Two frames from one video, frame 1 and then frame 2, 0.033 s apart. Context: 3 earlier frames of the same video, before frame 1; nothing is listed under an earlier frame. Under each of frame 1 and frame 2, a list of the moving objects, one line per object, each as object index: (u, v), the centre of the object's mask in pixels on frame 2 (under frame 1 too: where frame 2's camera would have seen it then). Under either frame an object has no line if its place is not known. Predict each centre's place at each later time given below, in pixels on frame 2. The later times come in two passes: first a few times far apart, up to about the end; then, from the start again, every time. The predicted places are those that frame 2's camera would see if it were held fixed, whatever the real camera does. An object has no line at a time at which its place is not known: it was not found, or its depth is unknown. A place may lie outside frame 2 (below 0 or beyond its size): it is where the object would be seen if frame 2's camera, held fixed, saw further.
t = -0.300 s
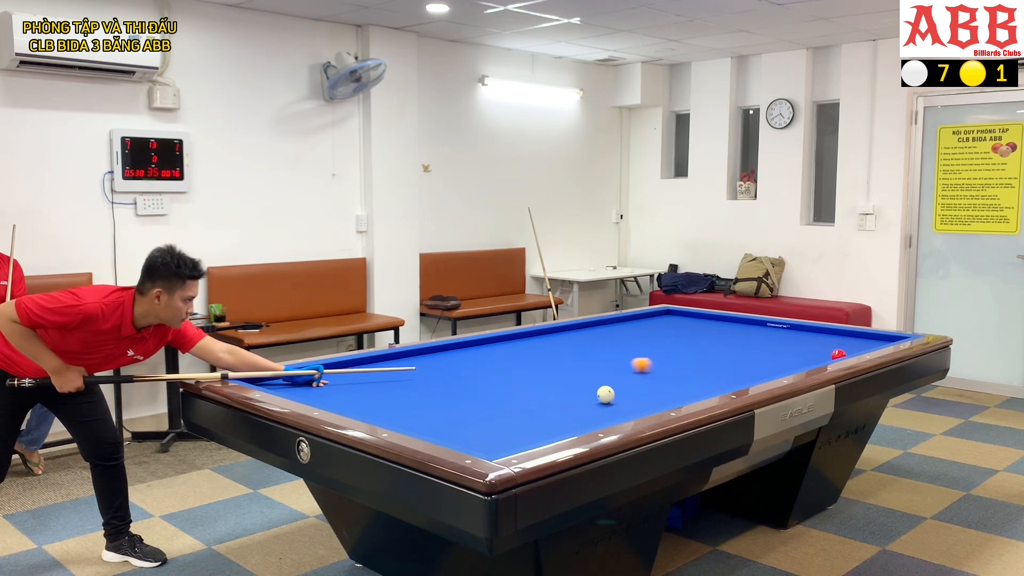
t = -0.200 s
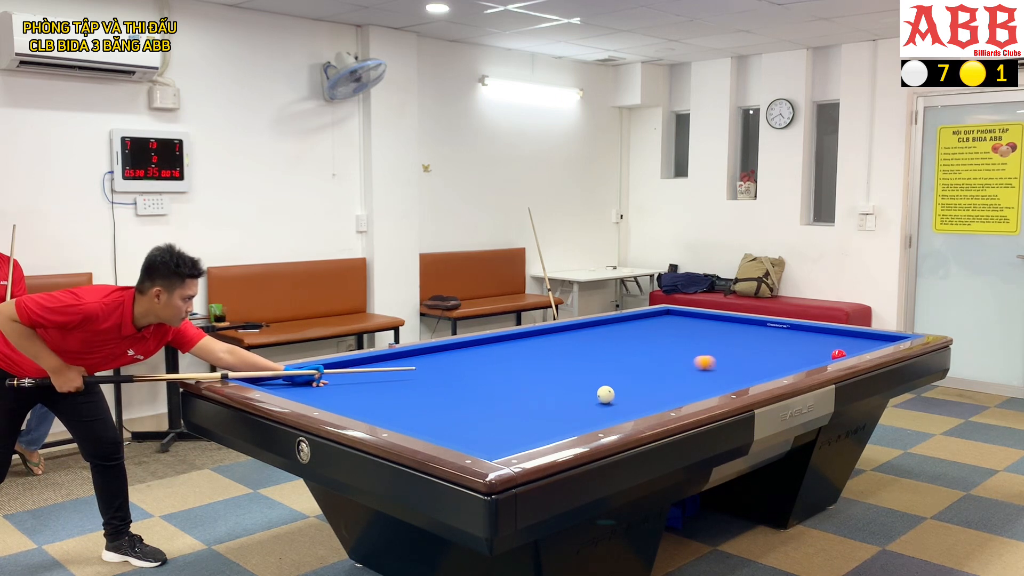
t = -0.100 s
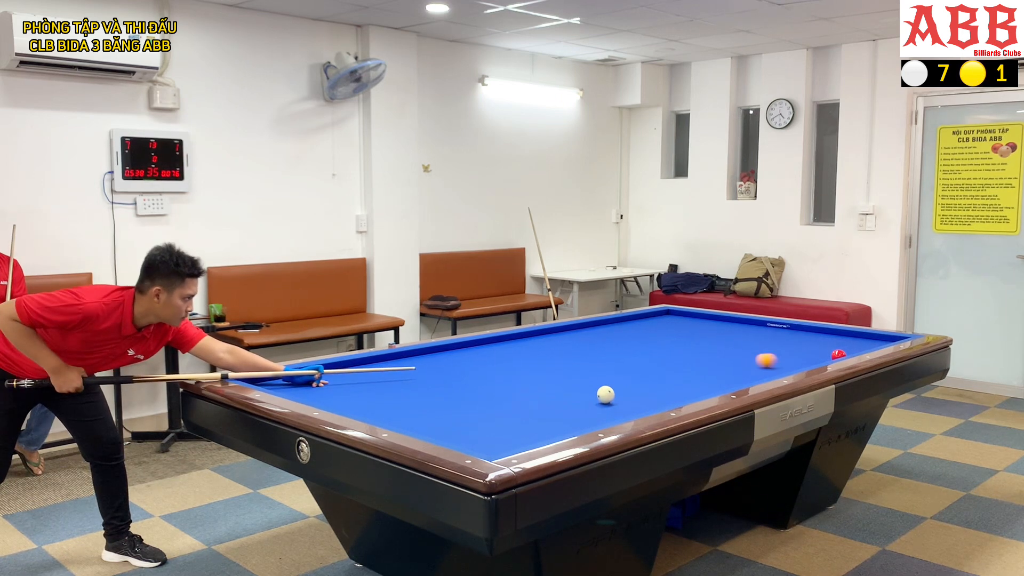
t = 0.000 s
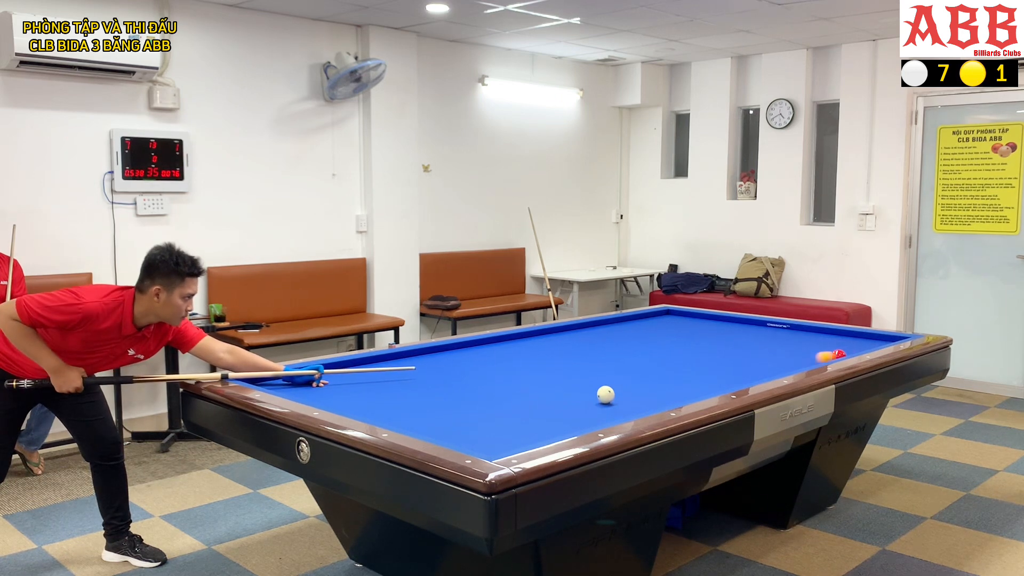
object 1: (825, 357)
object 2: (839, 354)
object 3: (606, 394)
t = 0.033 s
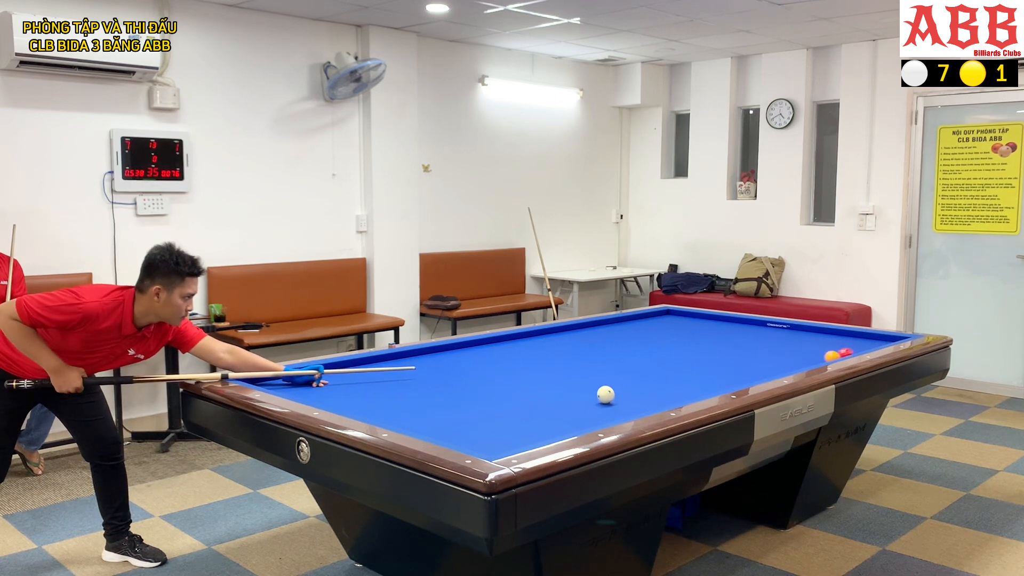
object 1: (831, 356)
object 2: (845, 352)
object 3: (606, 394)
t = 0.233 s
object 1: (803, 349)
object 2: (877, 342)
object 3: (606, 394)
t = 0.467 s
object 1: (791, 339)
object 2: (884, 339)
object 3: (606, 394)
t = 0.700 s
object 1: (785, 331)
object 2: (859, 344)
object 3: (606, 394)
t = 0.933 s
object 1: (777, 324)
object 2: (834, 349)
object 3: (606, 394)
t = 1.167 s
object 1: (736, 323)
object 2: (808, 354)
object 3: (606, 394)
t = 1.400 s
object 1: (697, 322)
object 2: (781, 359)
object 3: (606, 394)
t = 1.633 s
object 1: (660, 322)
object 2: (752, 364)
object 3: (606, 394)
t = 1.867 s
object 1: (624, 321)
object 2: (722, 370)
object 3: (606, 394)
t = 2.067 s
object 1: (607, 322)
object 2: (694, 375)
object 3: (606, 394)
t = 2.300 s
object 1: (606, 326)
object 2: (661, 381)
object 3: (606, 394)
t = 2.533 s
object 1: (604, 331)
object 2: (626, 387)
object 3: (606, 394)
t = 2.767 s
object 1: (602, 335)
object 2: (591, 390)
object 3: (604, 397)
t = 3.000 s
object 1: (600, 340)
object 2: (560, 392)
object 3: (600, 403)
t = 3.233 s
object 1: (598, 345)
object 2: (528, 392)
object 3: (596, 409)
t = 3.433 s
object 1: (596, 349)
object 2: (501, 393)
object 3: (593, 414)
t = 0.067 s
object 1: (826, 355)
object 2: (852, 351)
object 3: (606, 394)
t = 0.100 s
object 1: (820, 355)
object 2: (857, 349)
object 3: (606, 394)
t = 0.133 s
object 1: (815, 353)
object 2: (863, 347)
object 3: (606, 394)
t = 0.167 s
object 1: (811, 352)
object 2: (867, 345)
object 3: (606, 394)
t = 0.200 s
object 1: (807, 350)
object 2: (872, 344)
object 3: (606, 394)
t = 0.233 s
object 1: (803, 349)
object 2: (877, 342)
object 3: (606, 394)
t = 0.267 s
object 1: (800, 347)
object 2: (881, 341)
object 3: (606, 394)
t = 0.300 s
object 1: (798, 346)
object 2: (884, 340)
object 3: (606, 394)
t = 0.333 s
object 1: (796, 345)
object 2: (888, 338)
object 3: (606, 394)
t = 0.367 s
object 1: (794, 343)
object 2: (892, 338)
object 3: (606, 394)
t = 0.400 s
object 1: (793, 342)
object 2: (893, 337)
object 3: (606, 394)
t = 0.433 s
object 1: (792, 341)
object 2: (888, 338)
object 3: (606, 394)
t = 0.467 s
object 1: (791, 339)
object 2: (884, 339)
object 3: (606, 394)
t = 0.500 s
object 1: (790, 338)
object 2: (880, 340)
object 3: (606, 394)
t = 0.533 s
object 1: (789, 337)
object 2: (877, 340)
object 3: (606, 394)
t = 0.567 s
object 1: (788, 335)
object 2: (873, 341)
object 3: (606, 394)
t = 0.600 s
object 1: (787, 334)
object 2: (869, 342)
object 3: (606, 394)
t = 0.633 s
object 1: (786, 333)
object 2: (866, 343)
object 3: (606, 394)
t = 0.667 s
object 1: (786, 332)
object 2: (863, 343)
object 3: (606, 394)
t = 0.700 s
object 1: (785, 331)
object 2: (859, 344)
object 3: (606, 394)
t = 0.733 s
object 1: (784, 330)
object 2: (855, 345)
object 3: (606, 394)
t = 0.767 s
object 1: (783, 329)
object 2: (852, 346)
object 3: (606, 394)
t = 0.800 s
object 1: (782, 327)
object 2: (848, 346)
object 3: (606, 394)
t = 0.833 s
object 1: (781, 326)
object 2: (845, 347)
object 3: (606, 394)
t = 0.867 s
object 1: (781, 325)
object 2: (842, 348)
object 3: (606, 394)
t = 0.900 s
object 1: (780, 324)
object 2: (838, 348)
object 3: (606, 394)
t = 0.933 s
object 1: (777, 324)
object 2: (834, 349)
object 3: (606, 394)
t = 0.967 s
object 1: (770, 324)
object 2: (830, 350)
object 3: (606, 394)
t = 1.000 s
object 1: (764, 324)
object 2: (827, 350)
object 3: (606, 394)
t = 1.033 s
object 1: (758, 323)
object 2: (823, 351)
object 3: (606, 394)
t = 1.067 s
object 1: (752, 323)
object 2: (819, 352)
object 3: (606, 394)
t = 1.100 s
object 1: (747, 323)
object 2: (816, 352)
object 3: (606, 394)
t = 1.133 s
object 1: (741, 323)
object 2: (812, 353)
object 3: (606, 394)
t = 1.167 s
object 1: (736, 323)
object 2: (808, 354)
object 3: (606, 394)
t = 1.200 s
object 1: (730, 323)
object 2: (804, 355)
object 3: (606, 394)
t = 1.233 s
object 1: (725, 323)
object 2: (800, 355)
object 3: (606, 394)
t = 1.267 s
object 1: (719, 323)
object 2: (796, 356)
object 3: (606, 394)
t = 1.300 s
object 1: (714, 323)
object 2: (792, 357)
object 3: (605, 394)
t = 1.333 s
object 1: (708, 323)
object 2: (788, 358)
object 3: (605, 394)
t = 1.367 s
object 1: (703, 322)
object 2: (785, 358)
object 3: (605, 394)
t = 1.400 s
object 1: (697, 322)
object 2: (781, 359)
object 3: (606, 394)
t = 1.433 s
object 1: (692, 322)
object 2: (776, 360)
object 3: (606, 394)
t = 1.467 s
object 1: (687, 322)
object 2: (772, 361)
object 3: (606, 394)
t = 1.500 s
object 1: (681, 322)
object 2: (768, 361)
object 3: (606, 394)
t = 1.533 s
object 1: (676, 322)
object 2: (764, 362)
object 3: (606, 394)
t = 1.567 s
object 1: (671, 322)
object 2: (760, 363)
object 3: (606, 394)
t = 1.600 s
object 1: (666, 322)
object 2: (756, 363)
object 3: (606, 394)
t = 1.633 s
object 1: (660, 322)
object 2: (752, 364)
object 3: (606, 394)
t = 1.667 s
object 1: (655, 322)
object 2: (748, 365)
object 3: (606, 394)
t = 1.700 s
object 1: (650, 321)
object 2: (743, 366)
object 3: (606, 394)
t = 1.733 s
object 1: (645, 321)
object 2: (739, 367)
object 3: (606, 394)
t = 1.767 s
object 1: (640, 321)
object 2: (735, 367)
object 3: (606, 394)
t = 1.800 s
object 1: (634, 321)
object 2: (730, 368)
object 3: (606, 394)
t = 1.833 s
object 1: (629, 321)
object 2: (726, 369)
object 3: (606, 394)
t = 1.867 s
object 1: (624, 321)
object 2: (722, 370)
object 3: (606, 394)
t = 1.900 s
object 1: (619, 321)
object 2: (717, 371)
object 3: (606, 394)
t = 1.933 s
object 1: (614, 321)
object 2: (713, 372)
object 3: (606, 394)
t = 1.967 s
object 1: (609, 320)
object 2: (708, 372)
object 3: (606, 394)
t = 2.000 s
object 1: (607, 321)
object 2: (704, 373)
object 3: (606, 394)
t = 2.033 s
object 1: (607, 321)
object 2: (699, 374)
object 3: (606, 394)
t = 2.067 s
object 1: (607, 322)
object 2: (694, 375)
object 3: (606, 394)
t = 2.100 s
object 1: (607, 323)
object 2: (690, 376)
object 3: (606, 394)
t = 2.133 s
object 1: (607, 323)
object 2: (685, 377)
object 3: (605, 394)
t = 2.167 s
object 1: (607, 324)
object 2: (680, 378)
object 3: (606, 394)
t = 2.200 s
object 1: (606, 324)
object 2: (676, 378)
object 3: (606, 394)
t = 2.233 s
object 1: (606, 325)
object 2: (671, 379)
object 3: (606, 394)
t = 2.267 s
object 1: (606, 326)
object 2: (666, 380)
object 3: (606, 394)
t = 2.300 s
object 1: (606, 326)
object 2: (661, 381)
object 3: (606, 394)
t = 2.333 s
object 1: (605, 327)
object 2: (656, 382)
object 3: (606, 394)
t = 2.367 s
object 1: (605, 328)
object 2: (652, 383)
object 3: (606, 394)
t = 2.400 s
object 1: (605, 328)
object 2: (647, 384)
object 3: (606, 394)
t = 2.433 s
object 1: (605, 329)
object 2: (642, 385)
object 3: (606, 394)
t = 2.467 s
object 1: (604, 329)
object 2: (637, 386)
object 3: (606, 394)
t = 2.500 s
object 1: (604, 330)
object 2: (631, 386)
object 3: (606, 394)
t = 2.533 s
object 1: (604, 331)
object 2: (626, 387)
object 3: (606, 394)
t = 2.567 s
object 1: (604, 331)
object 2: (621, 388)
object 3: (605, 394)
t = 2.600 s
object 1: (603, 332)
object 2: (618, 389)
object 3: (606, 394)
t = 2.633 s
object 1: (603, 332)
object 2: (614, 388)
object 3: (606, 394)
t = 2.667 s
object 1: (603, 333)
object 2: (608, 385)
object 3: (605, 395)
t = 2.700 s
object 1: (603, 334)
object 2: (599, 387)
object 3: (605, 396)
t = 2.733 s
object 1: (602, 335)
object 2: (595, 389)
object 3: (604, 397)
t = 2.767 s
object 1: (602, 335)
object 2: (591, 390)
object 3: (604, 397)
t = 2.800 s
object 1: (602, 336)
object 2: (587, 391)
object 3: (603, 398)
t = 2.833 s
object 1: (602, 336)
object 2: (583, 391)
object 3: (603, 399)
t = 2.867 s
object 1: (601, 337)
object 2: (578, 391)
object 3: (602, 400)
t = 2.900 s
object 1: (601, 338)
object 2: (574, 391)
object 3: (602, 401)
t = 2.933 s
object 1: (601, 339)
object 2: (569, 391)
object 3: (601, 402)
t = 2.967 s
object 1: (601, 339)
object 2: (564, 392)
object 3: (601, 402)
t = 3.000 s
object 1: (600, 340)
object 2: (560, 392)
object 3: (600, 403)
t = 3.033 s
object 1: (600, 341)
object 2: (555, 392)
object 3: (599, 404)
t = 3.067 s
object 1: (600, 341)
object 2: (550, 392)
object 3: (599, 405)
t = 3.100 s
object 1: (599, 342)
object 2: (546, 392)
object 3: (598, 406)
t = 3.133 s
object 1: (599, 343)
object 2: (541, 392)
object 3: (598, 407)
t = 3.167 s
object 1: (599, 344)
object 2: (537, 392)
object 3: (597, 407)
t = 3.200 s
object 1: (599, 344)
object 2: (532, 392)
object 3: (597, 408)
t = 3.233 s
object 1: (598, 345)
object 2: (528, 392)
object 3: (596, 409)
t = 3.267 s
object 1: (598, 346)
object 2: (523, 392)
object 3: (596, 410)
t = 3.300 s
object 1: (598, 346)
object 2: (519, 392)
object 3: (595, 411)
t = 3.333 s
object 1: (597, 347)
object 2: (515, 393)
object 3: (595, 412)
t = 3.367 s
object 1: (597, 348)
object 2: (510, 393)
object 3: (594, 412)
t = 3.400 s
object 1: (597, 349)
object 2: (505, 393)
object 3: (593, 413)
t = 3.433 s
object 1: (596, 349)
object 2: (501, 393)
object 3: (593, 414)
